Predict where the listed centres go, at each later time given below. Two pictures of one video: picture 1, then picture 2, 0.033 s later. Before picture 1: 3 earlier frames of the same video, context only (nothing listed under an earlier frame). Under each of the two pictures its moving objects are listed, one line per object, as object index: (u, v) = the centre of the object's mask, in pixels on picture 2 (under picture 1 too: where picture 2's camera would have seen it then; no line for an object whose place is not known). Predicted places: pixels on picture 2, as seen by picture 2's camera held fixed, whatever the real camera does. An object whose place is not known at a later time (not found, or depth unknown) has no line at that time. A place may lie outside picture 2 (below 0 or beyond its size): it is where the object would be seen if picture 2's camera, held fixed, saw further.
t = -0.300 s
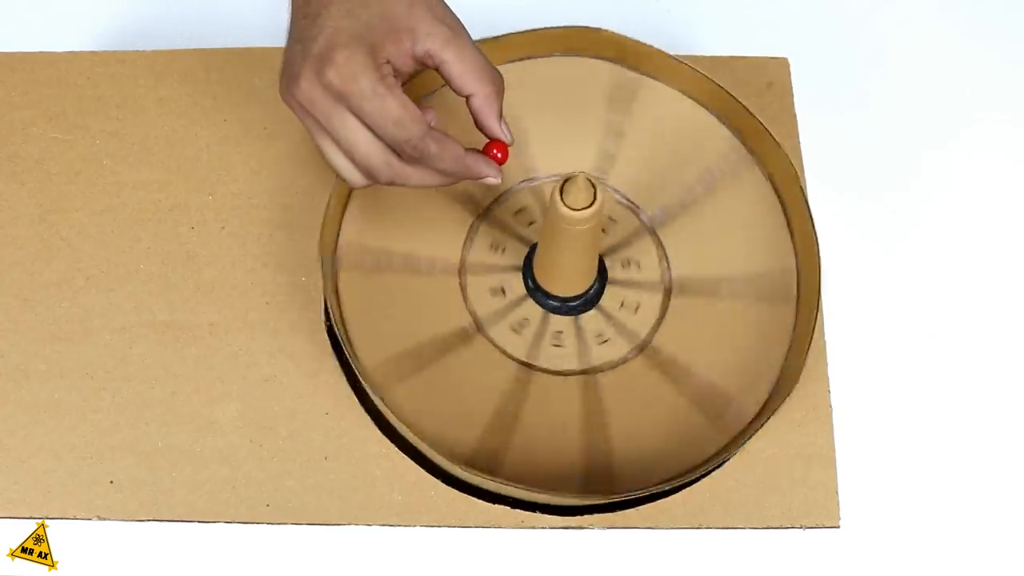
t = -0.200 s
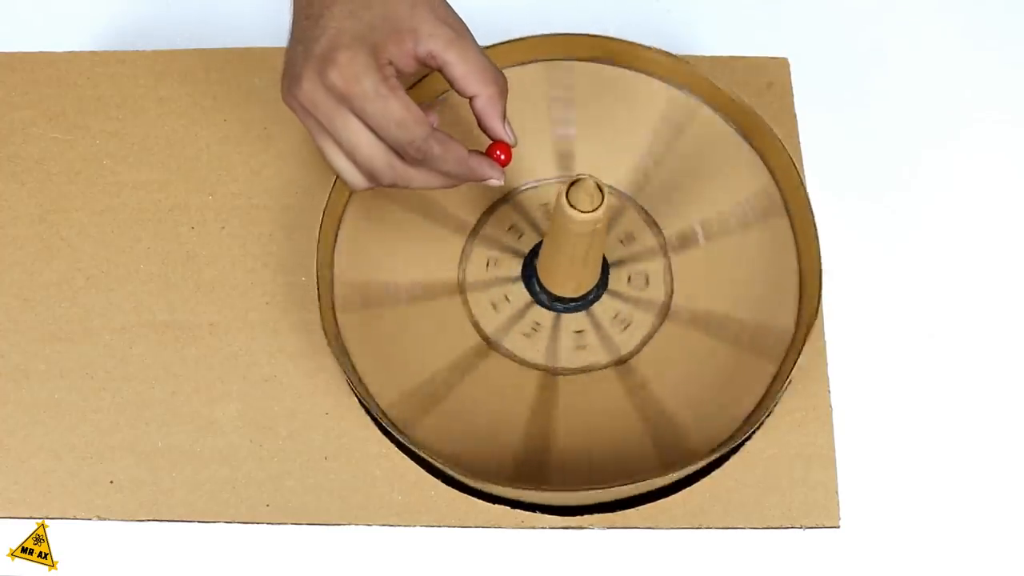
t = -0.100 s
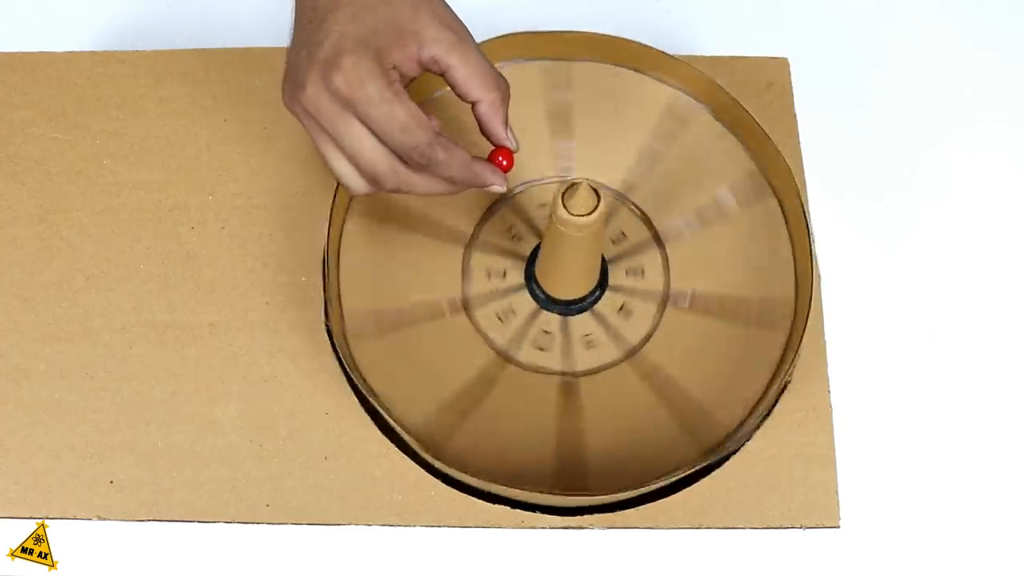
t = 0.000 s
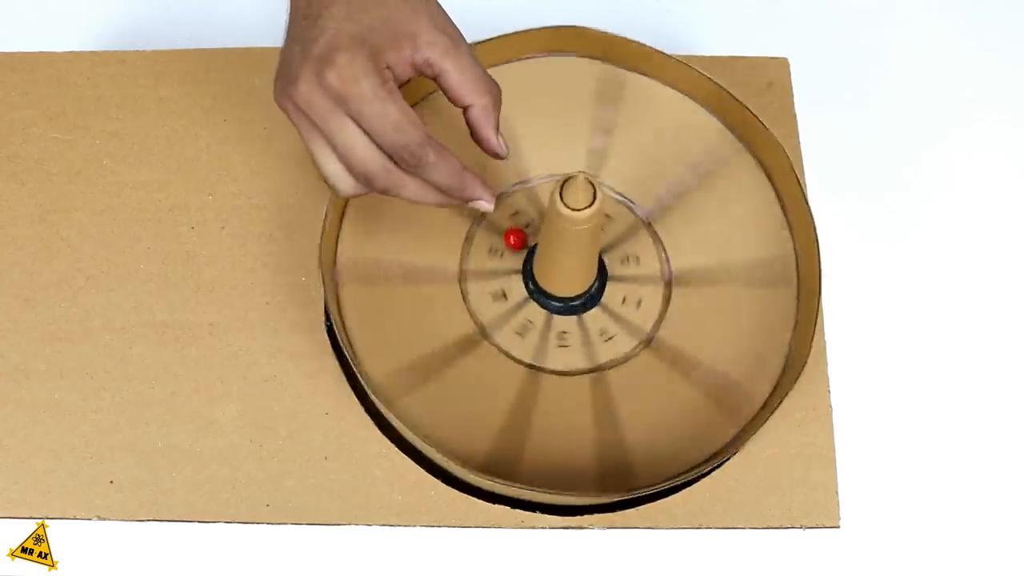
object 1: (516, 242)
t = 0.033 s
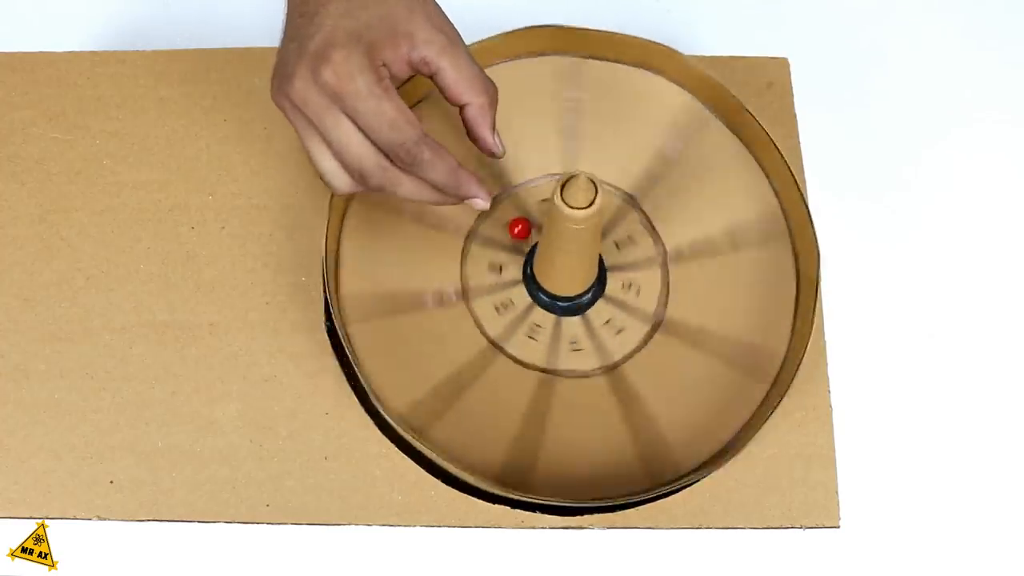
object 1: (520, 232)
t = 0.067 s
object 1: (528, 221)
